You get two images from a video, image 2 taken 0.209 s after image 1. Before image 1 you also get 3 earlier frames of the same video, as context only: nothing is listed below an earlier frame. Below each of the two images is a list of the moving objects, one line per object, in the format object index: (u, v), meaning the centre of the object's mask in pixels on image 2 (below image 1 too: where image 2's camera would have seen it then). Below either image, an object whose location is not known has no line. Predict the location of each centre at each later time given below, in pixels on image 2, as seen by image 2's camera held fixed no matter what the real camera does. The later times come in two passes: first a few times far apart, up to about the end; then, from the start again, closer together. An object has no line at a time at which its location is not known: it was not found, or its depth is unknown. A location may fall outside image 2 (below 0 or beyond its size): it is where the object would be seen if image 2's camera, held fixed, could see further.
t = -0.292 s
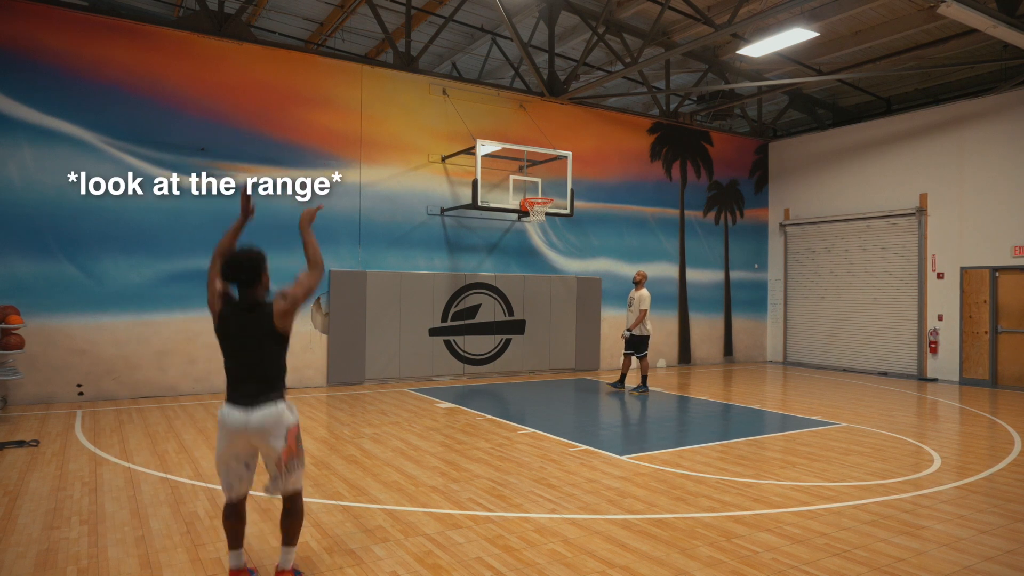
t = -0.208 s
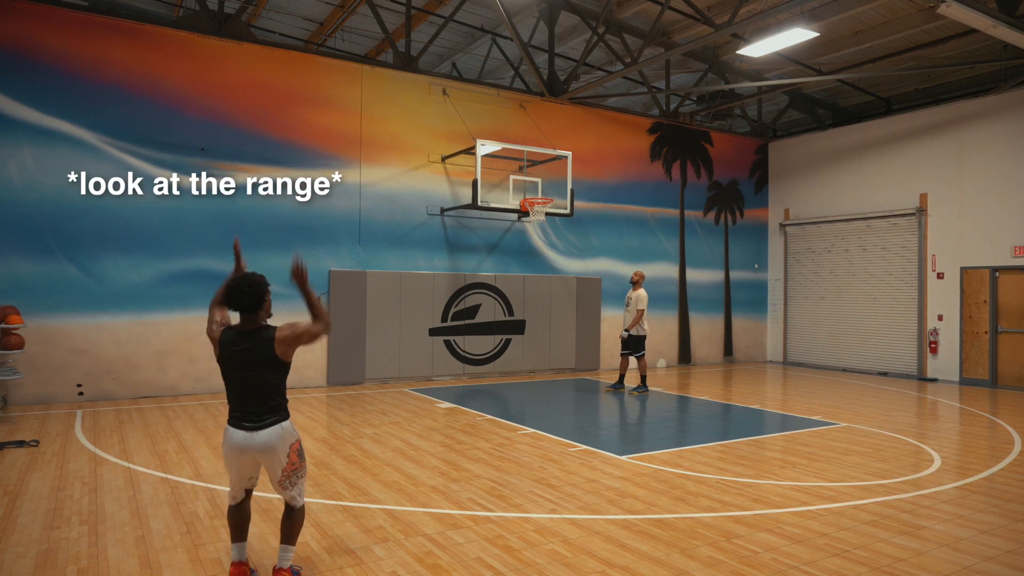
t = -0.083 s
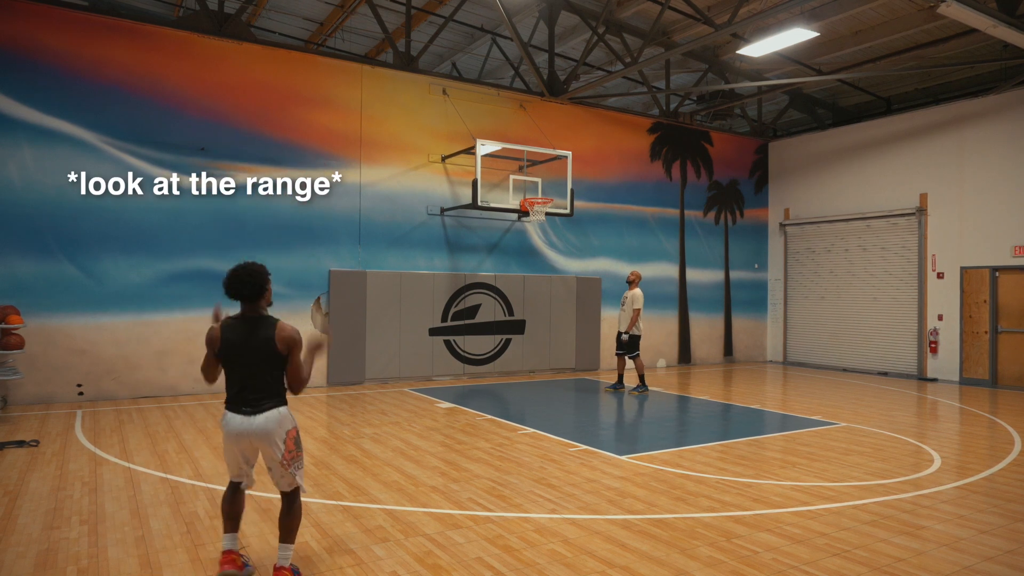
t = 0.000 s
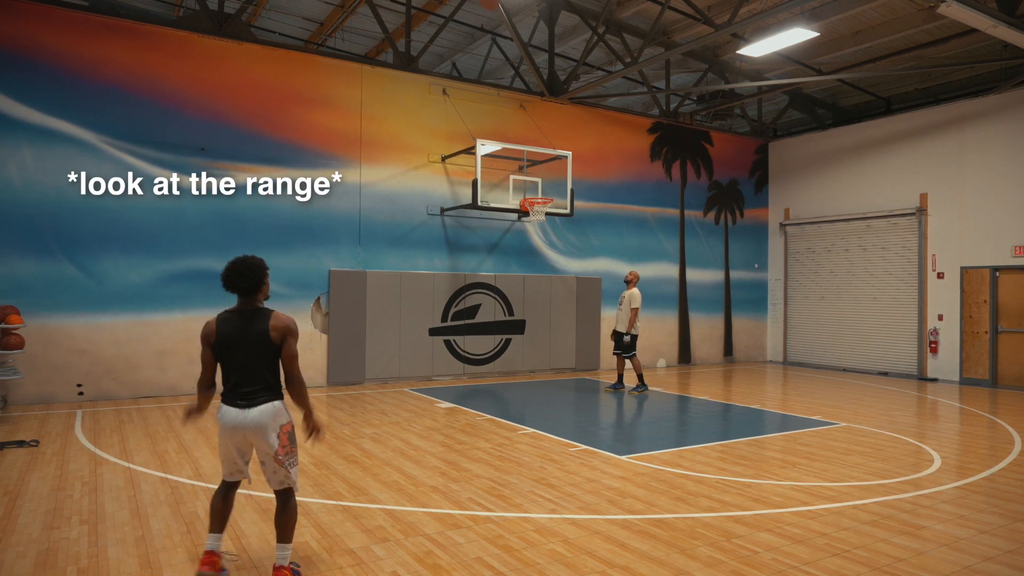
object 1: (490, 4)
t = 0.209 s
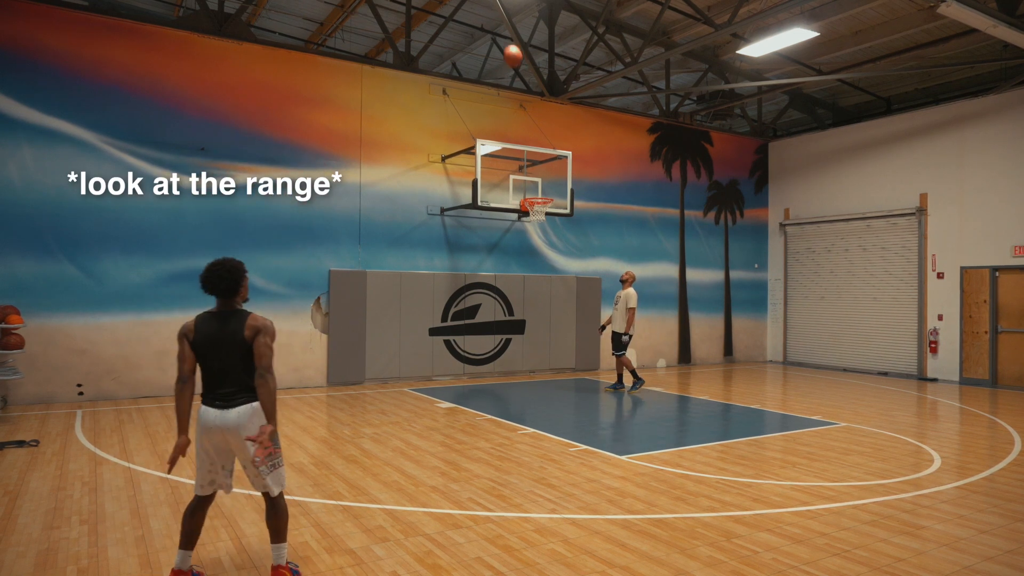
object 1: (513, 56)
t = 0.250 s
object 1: (517, 69)
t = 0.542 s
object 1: (537, 179)
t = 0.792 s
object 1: (541, 235)
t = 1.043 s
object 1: (539, 292)
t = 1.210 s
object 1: (515, 298)
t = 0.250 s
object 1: (517, 69)
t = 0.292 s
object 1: (520, 83)
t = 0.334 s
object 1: (524, 98)
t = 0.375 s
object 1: (526, 113)
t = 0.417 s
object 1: (530, 129)
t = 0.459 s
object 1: (533, 145)
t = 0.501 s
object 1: (535, 162)
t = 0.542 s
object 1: (537, 179)
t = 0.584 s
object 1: (540, 194)
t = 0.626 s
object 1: (543, 215)
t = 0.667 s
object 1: (542, 219)
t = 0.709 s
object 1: (542, 223)
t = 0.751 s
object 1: (542, 229)
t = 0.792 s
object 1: (541, 235)
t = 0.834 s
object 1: (541, 242)
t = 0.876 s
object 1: (541, 250)
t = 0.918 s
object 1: (540, 259)
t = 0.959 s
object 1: (540, 269)
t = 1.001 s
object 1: (539, 281)
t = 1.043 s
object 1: (539, 292)
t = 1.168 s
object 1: (525, 317)
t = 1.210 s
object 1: (515, 298)
